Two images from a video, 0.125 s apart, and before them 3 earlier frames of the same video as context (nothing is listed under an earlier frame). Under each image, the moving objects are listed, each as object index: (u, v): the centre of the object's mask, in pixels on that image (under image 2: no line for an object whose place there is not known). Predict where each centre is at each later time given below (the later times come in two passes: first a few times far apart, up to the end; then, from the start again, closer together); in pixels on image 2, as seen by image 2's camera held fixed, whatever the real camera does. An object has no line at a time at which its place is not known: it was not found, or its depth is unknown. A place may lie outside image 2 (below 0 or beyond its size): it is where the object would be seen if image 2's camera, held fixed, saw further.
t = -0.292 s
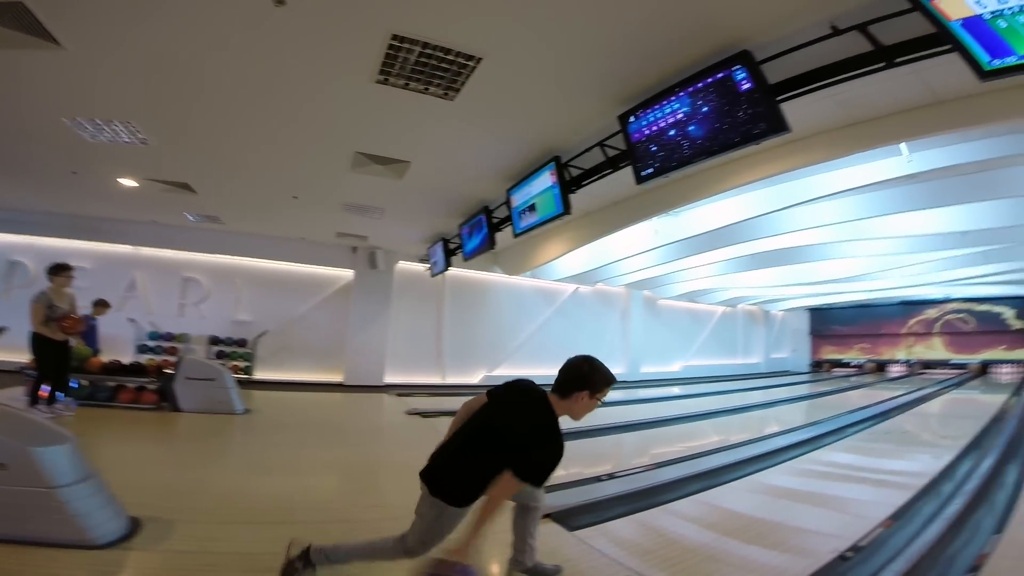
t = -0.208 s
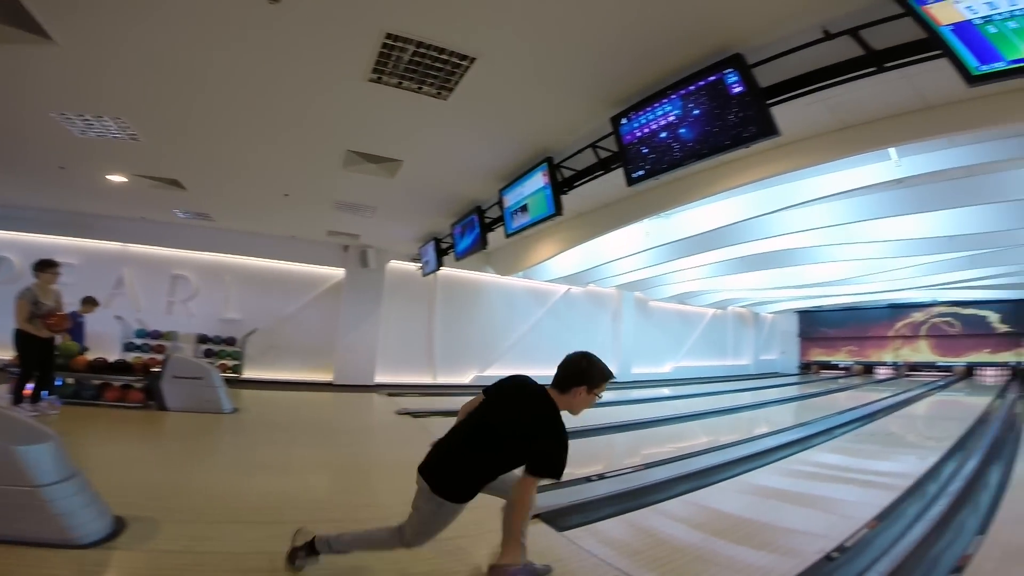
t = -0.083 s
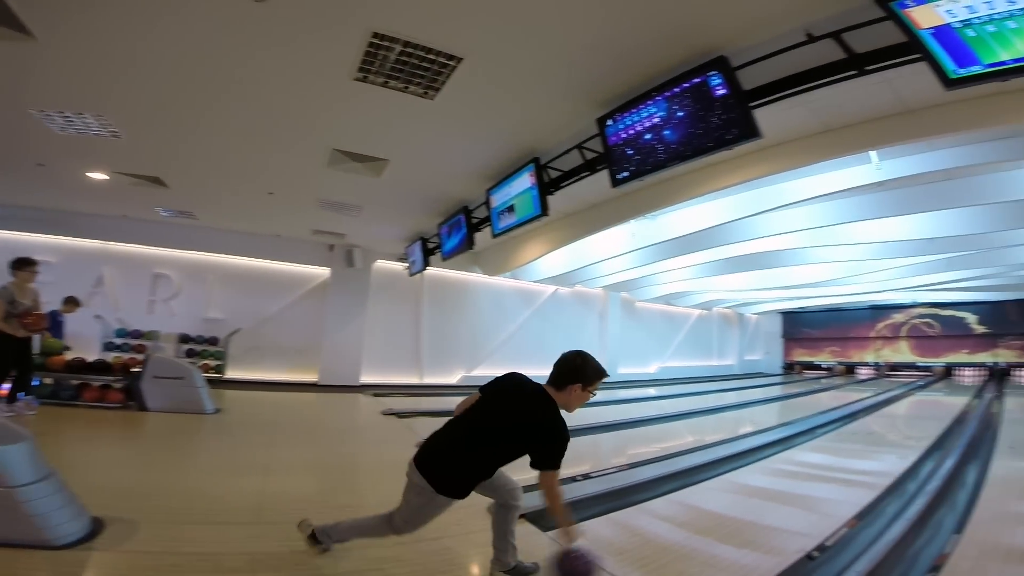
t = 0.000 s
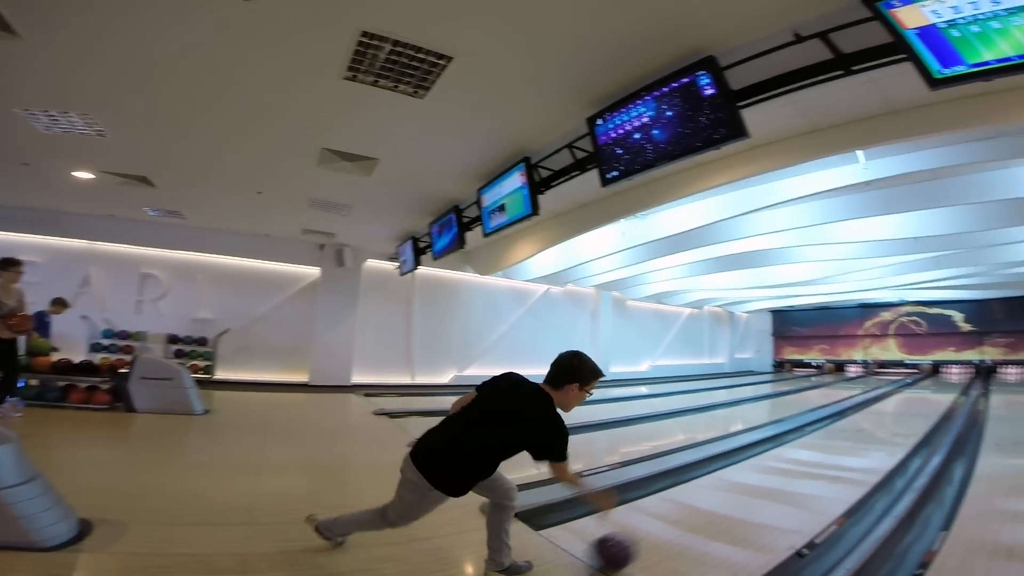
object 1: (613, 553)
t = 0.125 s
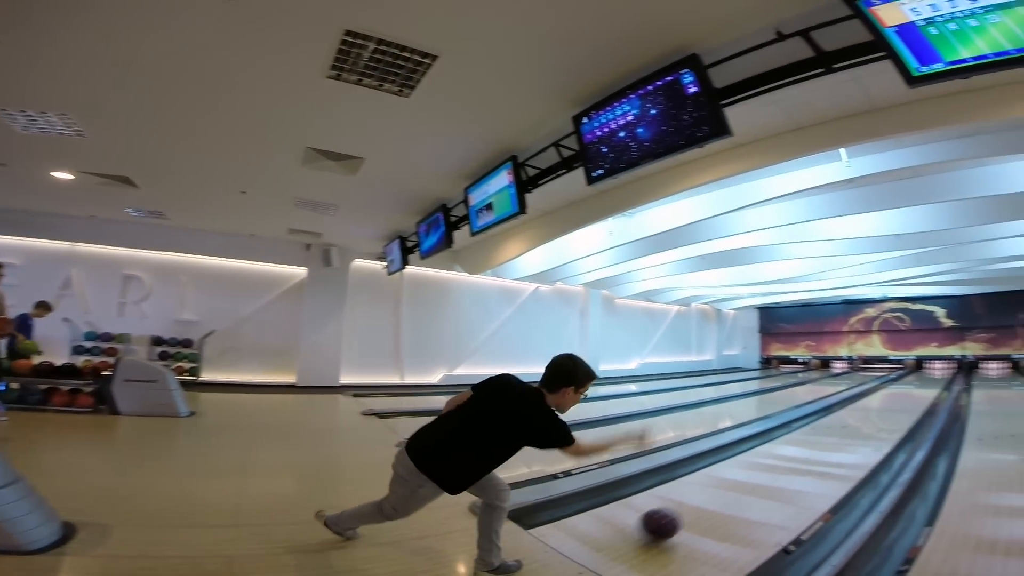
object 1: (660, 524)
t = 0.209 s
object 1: (691, 514)
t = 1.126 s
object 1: (846, 431)
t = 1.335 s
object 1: (861, 421)
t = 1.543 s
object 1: (872, 413)
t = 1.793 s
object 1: (883, 405)
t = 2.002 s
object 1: (891, 400)
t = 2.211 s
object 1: (897, 395)
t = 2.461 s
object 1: (904, 391)
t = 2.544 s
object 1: (906, 390)
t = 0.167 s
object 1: (676, 518)
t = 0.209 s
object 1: (691, 514)
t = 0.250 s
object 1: (704, 508)
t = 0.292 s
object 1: (717, 502)
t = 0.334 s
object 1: (729, 496)
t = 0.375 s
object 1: (739, 491)
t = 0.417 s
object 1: (749, 487)
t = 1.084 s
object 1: (842, 433)
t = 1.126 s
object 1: (846, 431)
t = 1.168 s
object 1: (849, 429)
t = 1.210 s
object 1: (852, 427)
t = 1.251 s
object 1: (856, 425)
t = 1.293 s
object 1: (858, 423)
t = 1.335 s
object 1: (861, 421)
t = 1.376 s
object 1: (864, 419)
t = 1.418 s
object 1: (866, 418)
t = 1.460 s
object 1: (868, 416)
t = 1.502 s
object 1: (870, 415)
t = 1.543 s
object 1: (872, 413)
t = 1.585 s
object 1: (875, 412)
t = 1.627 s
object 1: (877, 410)
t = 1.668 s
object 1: (878, 409)
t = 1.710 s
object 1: (880, 408)
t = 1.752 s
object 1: (882, 406)
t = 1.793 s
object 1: (883, 405)
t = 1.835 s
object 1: (885, 404)
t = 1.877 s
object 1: (886, 403)
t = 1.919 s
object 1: (888, 402)
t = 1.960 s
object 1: (889, 401)
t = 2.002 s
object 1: (891, 400)
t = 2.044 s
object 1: (892, 399)
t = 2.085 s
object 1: (893, 398)
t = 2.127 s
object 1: (895, 397)
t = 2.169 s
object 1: (896, 396)
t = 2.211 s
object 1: (897, 395)
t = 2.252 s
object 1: (898, 395)
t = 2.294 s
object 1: (900, 394)
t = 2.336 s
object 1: (901, 393)
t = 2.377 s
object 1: (902, 392)
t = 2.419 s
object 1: (903, 392)
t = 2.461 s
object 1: (904, 391)
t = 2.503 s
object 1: (905, 390)
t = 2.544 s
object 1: (906, 390)
